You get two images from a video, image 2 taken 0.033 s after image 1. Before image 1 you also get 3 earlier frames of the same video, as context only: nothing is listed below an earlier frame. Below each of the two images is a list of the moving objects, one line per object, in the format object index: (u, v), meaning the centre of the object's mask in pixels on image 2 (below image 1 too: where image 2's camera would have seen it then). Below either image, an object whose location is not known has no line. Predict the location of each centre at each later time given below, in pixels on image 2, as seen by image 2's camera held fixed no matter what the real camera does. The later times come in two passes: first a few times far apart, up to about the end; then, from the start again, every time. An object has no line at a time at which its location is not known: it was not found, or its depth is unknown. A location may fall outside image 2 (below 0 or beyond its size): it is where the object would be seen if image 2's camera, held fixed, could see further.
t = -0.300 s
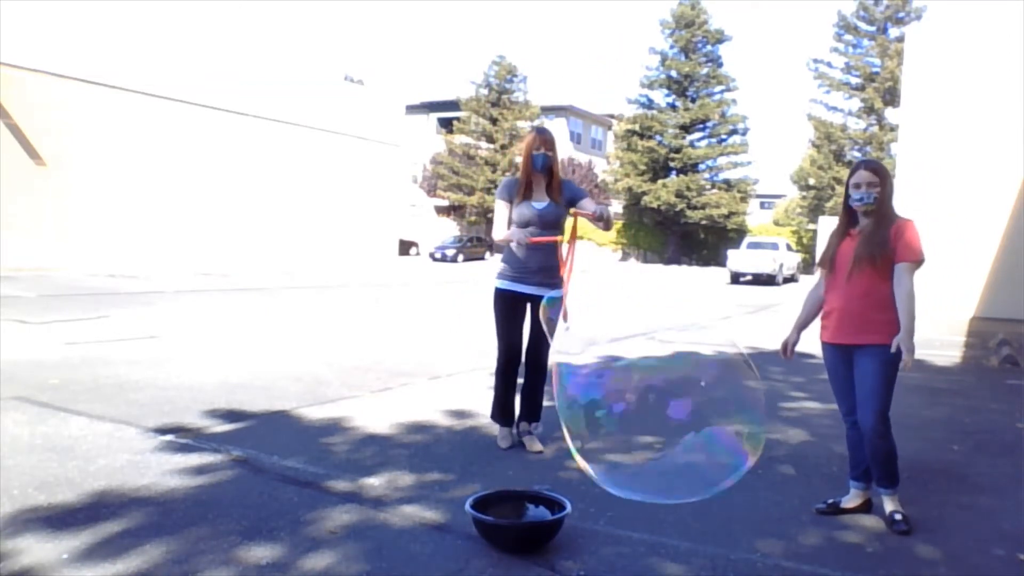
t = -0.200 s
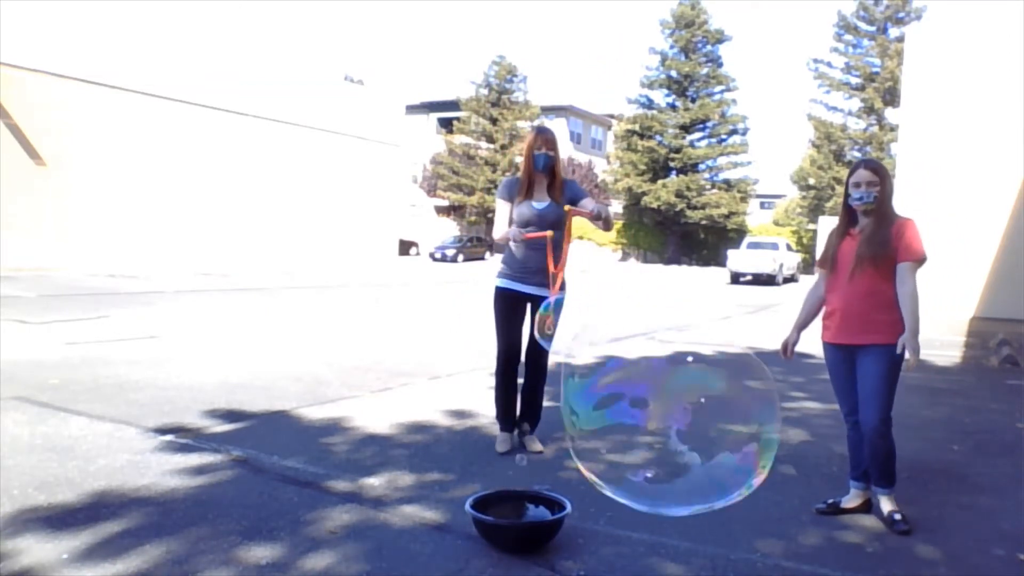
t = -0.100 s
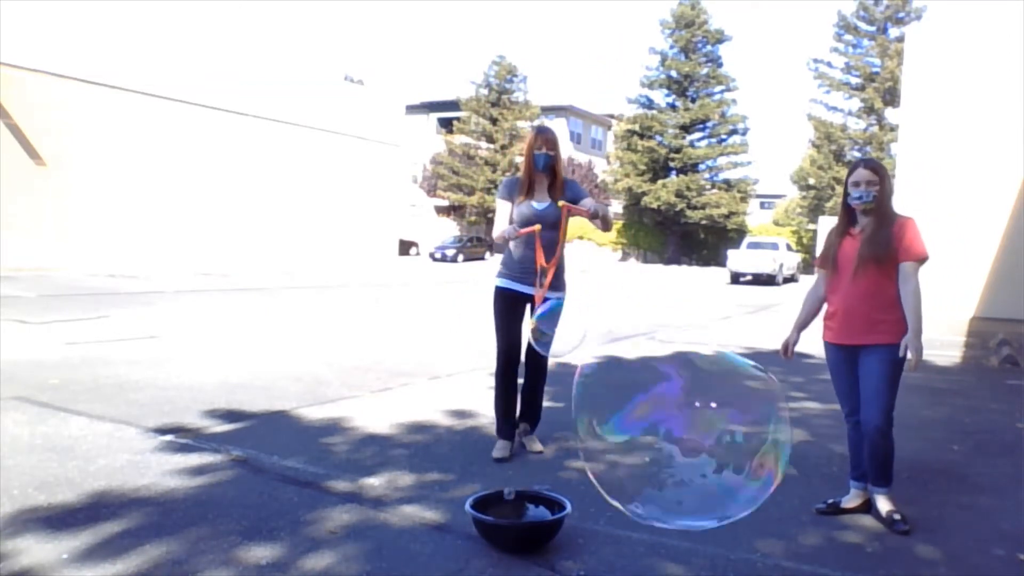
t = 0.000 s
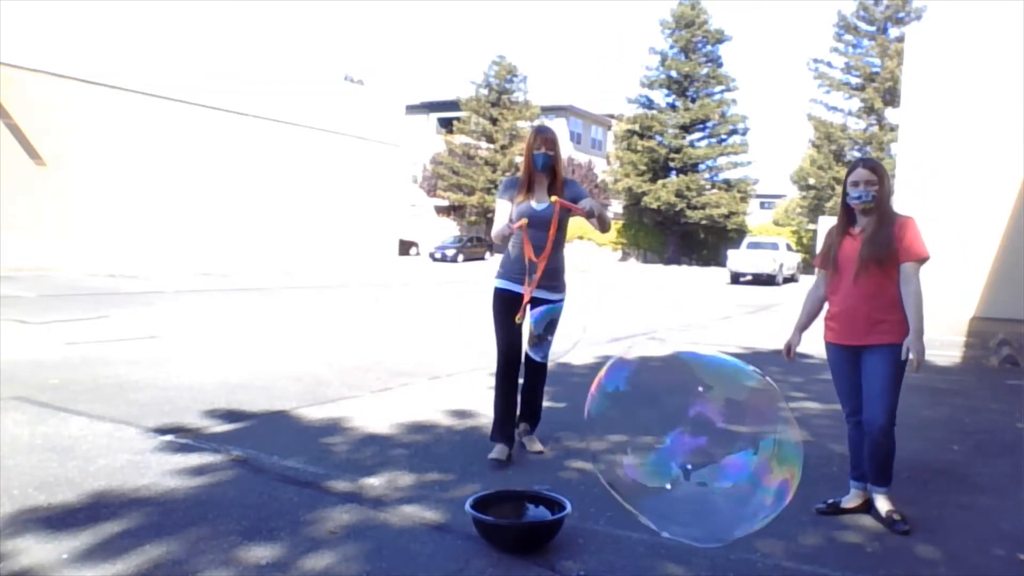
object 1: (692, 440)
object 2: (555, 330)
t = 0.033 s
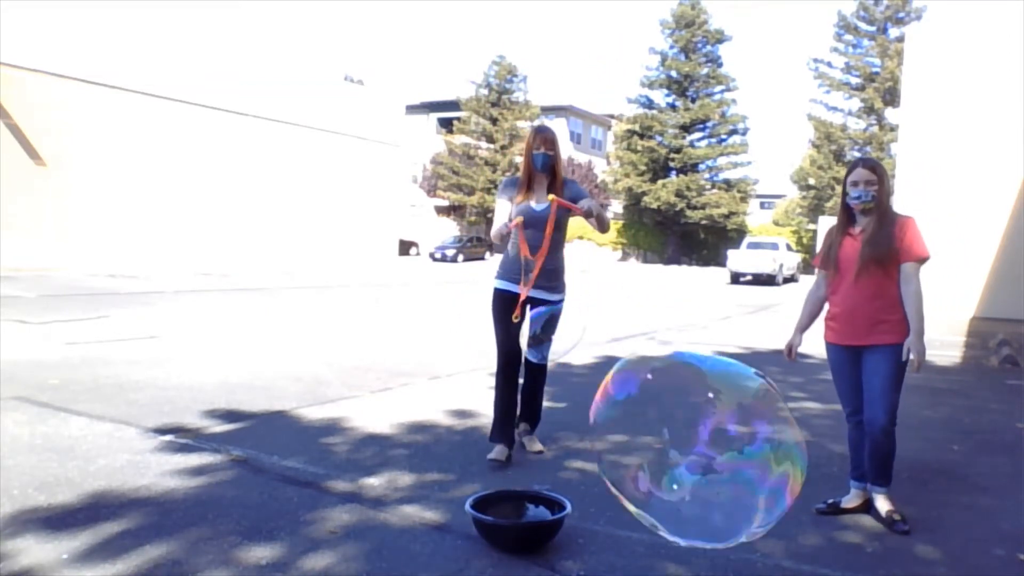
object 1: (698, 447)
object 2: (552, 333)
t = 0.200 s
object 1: (715, 468)
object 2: (531, 337)
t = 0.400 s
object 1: (731, 484)
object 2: (527, 348)
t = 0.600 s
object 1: (755, 495)
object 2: (516, 357)
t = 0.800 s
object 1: (788, 506)
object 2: (512, 368)
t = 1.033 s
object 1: (819, 518)
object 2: (509, 384)
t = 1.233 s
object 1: (843, 526)
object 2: (506, 400)
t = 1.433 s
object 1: (871, 531)
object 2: (509, 418)
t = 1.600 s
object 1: (885, 534)
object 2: (513, 432)
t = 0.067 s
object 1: (702, 451)
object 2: (538, 334)
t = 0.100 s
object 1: (706, 456)
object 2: (536, 334)
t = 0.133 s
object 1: (709, 462)
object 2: (534, 335)
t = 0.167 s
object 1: (713, 466)
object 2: (533, 336)
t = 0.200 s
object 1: (715, 468)
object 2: (531, 337)
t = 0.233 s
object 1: (718, 471)
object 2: (531, 339)
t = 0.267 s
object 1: (721, 474)
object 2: (531, 340)
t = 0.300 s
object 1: (724, 477)
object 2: (529, 341)
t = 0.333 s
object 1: (726, 479)
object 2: (529, 344)
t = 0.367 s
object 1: (729, 482)
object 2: (528, 346)
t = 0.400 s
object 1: (731, 484)
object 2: (527, 348)
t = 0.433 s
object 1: (734, 486)
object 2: (525, 350)
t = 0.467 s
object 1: (737, 488)
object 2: (523, 352)
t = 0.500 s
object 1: (741, 489)
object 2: (521, 353)
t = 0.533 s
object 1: (746, 491)
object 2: (519, 354)
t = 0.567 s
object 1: (751, 492)
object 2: (518, 355)
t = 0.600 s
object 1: (755, 495)
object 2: (516, 357)
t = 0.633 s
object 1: (762, 497)
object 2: (515, 358)
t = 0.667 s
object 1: (766, 498)
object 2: (515, 359)
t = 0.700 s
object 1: (771, 501)
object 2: (514, 362)
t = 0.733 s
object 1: (778, 503)
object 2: (514, 364)
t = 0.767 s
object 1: (783, 505)
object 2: (513, 366)
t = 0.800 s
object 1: (788, 506)
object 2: (512, 368)
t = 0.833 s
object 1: (795, 507)
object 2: (513, 369)
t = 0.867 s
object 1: (800, 509)
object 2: (513, 371)
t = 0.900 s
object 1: (806, 511)
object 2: (512, 374)
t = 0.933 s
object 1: (807, 514)
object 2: (511, 376)
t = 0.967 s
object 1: (811, 515)
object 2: (511, 378)
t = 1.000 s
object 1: (814, 518)
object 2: (510, 381)
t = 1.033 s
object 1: (819, 518)
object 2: (509, 384)
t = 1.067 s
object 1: (823, 519)
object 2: (508, 387)
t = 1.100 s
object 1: (828, 521)
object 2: (506, 389)
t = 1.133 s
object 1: (833, 521)
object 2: (506, 391)
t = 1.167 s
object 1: (836, 522)
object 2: (506, 394)
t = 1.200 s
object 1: (839, 524)
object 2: (506, 397)
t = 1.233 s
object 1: (843, 526)
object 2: (506, 400)
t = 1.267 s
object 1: (848, 527)
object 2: (506, 403)
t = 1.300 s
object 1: (852, 528)
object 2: (507, 406)
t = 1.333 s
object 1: (857, 529)
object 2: (508, 409)
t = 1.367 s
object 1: (862, 530)
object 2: (508, 412)
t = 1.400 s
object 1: (866, 531)
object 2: (508, 415)
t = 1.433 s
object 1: (871, 531)
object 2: (509, 418)
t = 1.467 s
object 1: (874, 532)
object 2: (509, 420)
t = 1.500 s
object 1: (876, 533)
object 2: (510, 423)
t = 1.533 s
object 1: (879, 533)
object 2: (511, 426)
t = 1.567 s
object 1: (882, 533)
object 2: (512, 429)
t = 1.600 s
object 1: (885, 534)
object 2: (513, 432)
